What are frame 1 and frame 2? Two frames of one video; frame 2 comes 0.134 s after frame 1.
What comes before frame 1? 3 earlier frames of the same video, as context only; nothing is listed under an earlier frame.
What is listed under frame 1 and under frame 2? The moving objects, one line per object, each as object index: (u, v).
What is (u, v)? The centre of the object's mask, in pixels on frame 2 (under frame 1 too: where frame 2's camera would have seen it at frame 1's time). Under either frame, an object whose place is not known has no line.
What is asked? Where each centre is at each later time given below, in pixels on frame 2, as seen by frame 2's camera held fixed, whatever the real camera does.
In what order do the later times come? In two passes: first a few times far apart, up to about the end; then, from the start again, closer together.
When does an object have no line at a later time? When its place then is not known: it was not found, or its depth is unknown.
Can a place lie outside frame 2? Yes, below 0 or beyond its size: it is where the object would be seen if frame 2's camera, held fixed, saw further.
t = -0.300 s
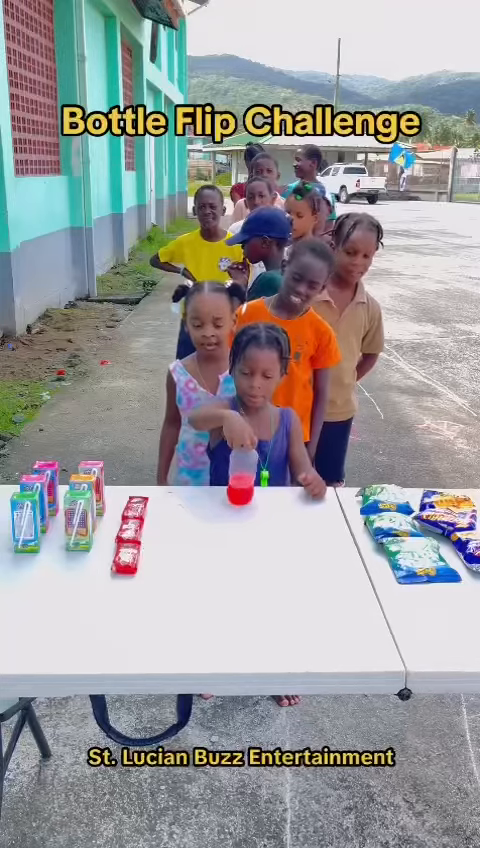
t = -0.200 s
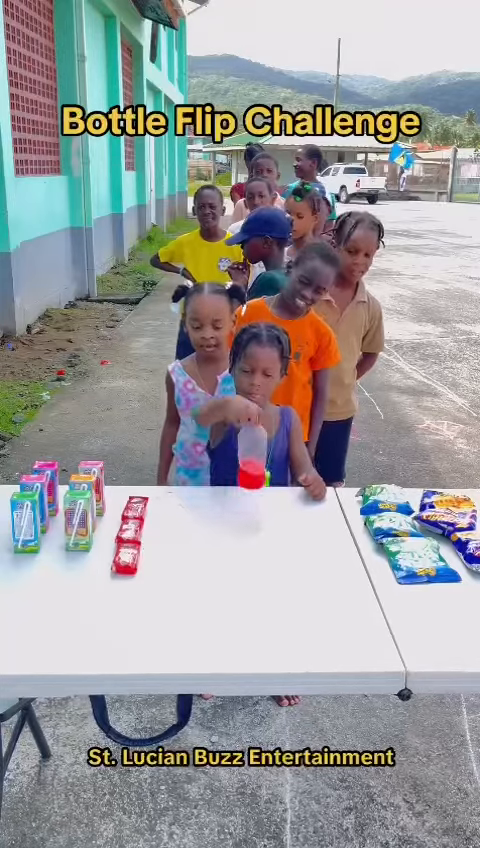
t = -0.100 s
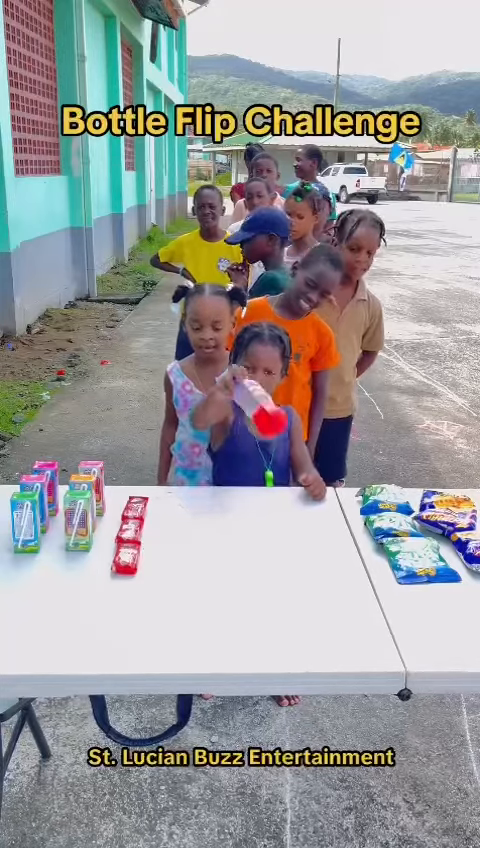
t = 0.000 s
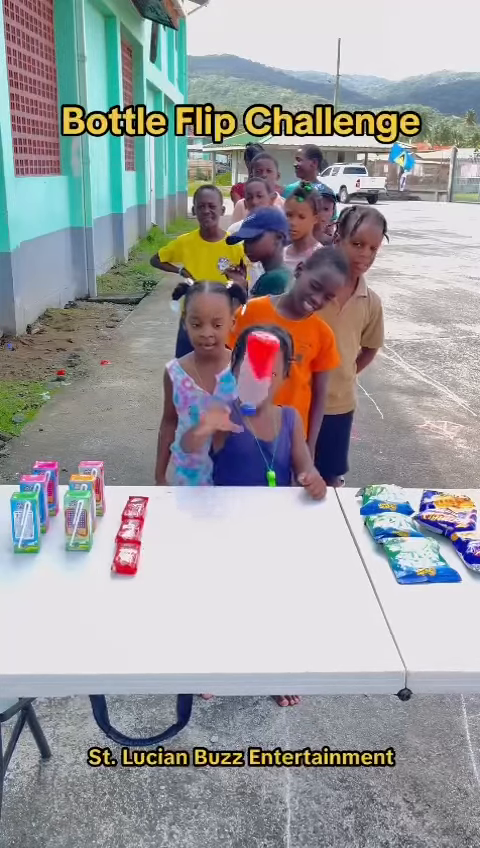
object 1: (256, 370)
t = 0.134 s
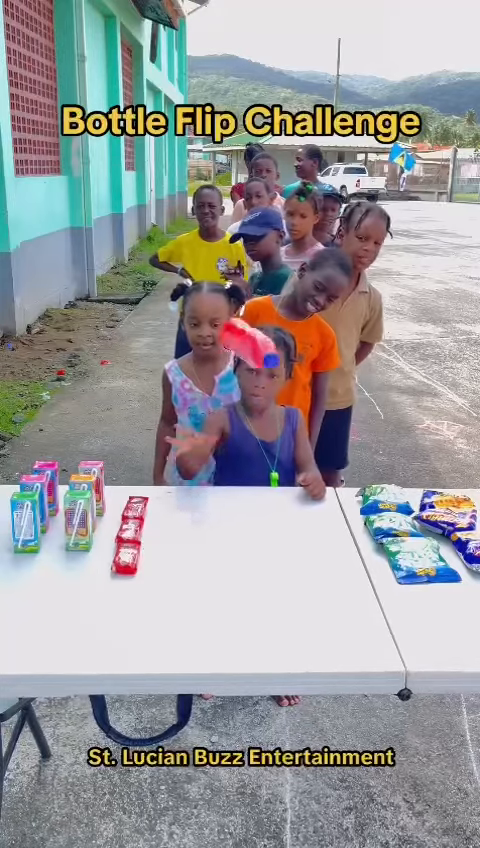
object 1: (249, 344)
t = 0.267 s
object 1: (234, 409)
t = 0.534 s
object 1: (212, 507)
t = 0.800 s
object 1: (209, 530)
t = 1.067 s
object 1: (211, 530)
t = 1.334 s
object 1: (215, 529)
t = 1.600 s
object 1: (216, 528)
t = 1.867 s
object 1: (215, 529)
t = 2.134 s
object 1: (212, 530)
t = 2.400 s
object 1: (212, 530)
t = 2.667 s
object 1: (214, 529)
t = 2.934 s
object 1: (212, 530)
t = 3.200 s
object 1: (213, 529)
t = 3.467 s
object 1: (213, 529)
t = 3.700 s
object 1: (213, 529)
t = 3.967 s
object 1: (213, 529)
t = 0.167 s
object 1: (245, 352)
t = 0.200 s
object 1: (242, 366)
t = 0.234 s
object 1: (238, 385)
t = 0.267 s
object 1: (234, 409)
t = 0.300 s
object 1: (230, 437)
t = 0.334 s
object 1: (226, 470)
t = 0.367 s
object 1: (221, 507)
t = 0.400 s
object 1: (221, 506)
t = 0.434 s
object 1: (218, 505)
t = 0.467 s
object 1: (215, 505)
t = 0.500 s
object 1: (213, 506)
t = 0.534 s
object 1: (212, 507)
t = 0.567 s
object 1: (213, 510)
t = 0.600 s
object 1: (214, 516)
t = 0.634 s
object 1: (216, 527)
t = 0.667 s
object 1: (216, 529)
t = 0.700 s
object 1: (214, 529)
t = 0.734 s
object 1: (212, 529)
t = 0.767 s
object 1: (210, 529)
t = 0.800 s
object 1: (209, 530)
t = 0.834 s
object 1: (209, 530)
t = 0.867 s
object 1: (209, 530)
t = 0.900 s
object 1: (209, 530)
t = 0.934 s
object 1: (209, 530)
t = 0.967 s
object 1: (210, 531)
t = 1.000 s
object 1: (210, 531)
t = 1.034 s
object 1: (211, 531)
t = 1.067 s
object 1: (211, 530)
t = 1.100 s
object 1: (211, 530)
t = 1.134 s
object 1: (212, 530)
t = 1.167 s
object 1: (212, 530)
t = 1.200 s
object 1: (213, 530)
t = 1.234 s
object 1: (213, 529)
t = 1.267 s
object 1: (214, 529)
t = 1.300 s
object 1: (215, 529)
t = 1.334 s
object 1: (215, 529)
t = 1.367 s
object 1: (215, 528)
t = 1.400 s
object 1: (216, 528)
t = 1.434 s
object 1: (216, 528)
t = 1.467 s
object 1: (216, 528)
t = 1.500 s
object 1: (216, 528)
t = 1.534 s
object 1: (216, 528)
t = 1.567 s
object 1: (216, 528)
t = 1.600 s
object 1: (216, 528)
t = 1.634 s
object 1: (216, 528)
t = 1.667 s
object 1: (217, 528)
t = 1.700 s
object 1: (216, 529)
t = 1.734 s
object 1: (216, 529)
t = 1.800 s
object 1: (215, 529)
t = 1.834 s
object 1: (215, 529)
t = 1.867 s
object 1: (215, 529)
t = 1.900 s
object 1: (215, 529)
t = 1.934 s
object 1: (214, 529)
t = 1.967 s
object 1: (214, 529)
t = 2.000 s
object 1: (213, 530)
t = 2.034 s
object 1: (213, 530)
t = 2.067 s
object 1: (213, 530)
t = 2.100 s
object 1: (212, 530)
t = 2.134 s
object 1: (212, 530)
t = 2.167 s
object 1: (212, 530)
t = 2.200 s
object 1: (211, 530)
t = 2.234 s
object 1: (211, 531)
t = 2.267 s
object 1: (211, 531)
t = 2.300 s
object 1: (211, 530)
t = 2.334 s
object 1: (212, 530)
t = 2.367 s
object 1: (212, 530)
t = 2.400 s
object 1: (212, 530)
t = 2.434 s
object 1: (212, 530)
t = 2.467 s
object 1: (212, 530)
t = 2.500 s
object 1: (213, 530)
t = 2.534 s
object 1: (213, 530)
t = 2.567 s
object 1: (213, 530)
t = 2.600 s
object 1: (213, 529)
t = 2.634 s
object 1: (214, 529)
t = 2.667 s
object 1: (214, 529)
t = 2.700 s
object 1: (214, 529)
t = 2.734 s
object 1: (214, 529)
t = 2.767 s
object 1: (213, 530)
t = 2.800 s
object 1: (213, 530)
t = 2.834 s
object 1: (212, 530)
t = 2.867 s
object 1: (212, 530)
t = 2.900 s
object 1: (212, 530)
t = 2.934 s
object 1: (212, 530)
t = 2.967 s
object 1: (212, 530)
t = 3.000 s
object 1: (212, 530)
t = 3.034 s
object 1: (212, 530)
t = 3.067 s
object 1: (213, 530)
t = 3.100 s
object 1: (213, 530)
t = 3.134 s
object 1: (213, 530)
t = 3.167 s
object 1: (212, 529)
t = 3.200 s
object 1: (213, 529)
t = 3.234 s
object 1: (213, 529)
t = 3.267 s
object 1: (213, 529)
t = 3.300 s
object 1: (213, 529)
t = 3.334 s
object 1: (213, 529)
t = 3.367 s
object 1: (213, 529)
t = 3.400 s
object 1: (213, 529)
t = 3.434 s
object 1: (213, 529)
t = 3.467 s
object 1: (213, 529)
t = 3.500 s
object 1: (213, 529)
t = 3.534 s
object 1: (213, 529)
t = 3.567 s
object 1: (213, 529)
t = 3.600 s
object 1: (213, 529)
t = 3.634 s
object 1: (213, 529)
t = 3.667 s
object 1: (213, 529)
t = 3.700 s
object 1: (213, 529)
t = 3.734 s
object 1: (213, 529)
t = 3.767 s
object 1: (213, 529)
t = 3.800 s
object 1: (213, 529)
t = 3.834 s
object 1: (213, 529)
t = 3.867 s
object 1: (213, 529)
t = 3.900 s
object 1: (213, 529)
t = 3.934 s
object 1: (213, 529)
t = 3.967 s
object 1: (213, 529)
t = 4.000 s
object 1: (213, 529)
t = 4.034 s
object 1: (213, 529)
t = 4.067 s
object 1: (213, 529)
